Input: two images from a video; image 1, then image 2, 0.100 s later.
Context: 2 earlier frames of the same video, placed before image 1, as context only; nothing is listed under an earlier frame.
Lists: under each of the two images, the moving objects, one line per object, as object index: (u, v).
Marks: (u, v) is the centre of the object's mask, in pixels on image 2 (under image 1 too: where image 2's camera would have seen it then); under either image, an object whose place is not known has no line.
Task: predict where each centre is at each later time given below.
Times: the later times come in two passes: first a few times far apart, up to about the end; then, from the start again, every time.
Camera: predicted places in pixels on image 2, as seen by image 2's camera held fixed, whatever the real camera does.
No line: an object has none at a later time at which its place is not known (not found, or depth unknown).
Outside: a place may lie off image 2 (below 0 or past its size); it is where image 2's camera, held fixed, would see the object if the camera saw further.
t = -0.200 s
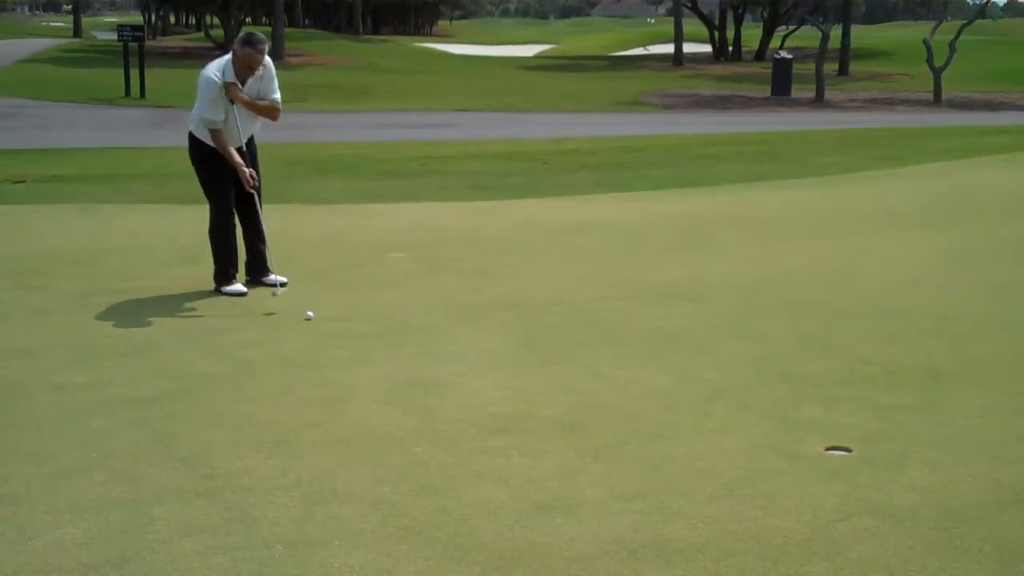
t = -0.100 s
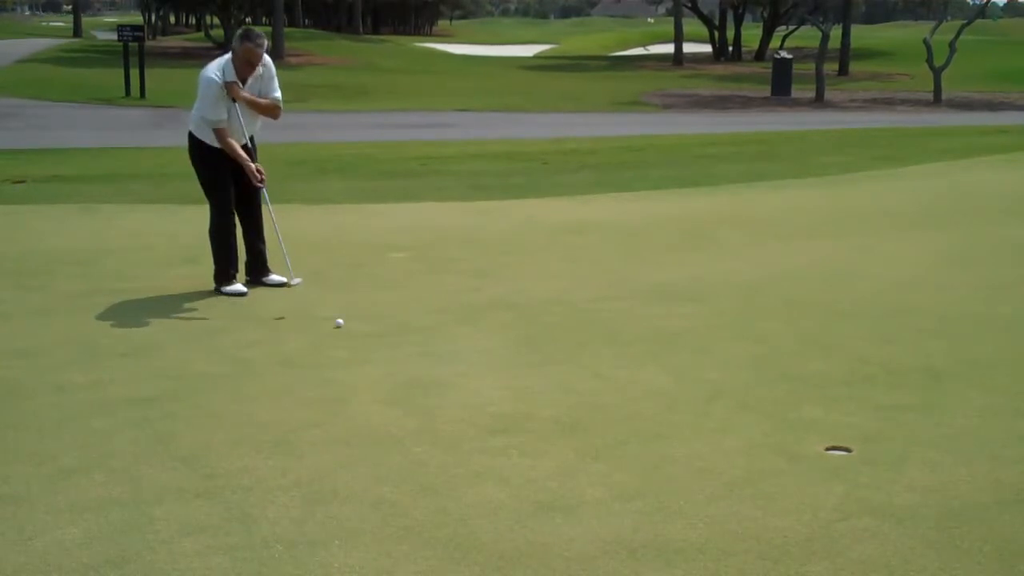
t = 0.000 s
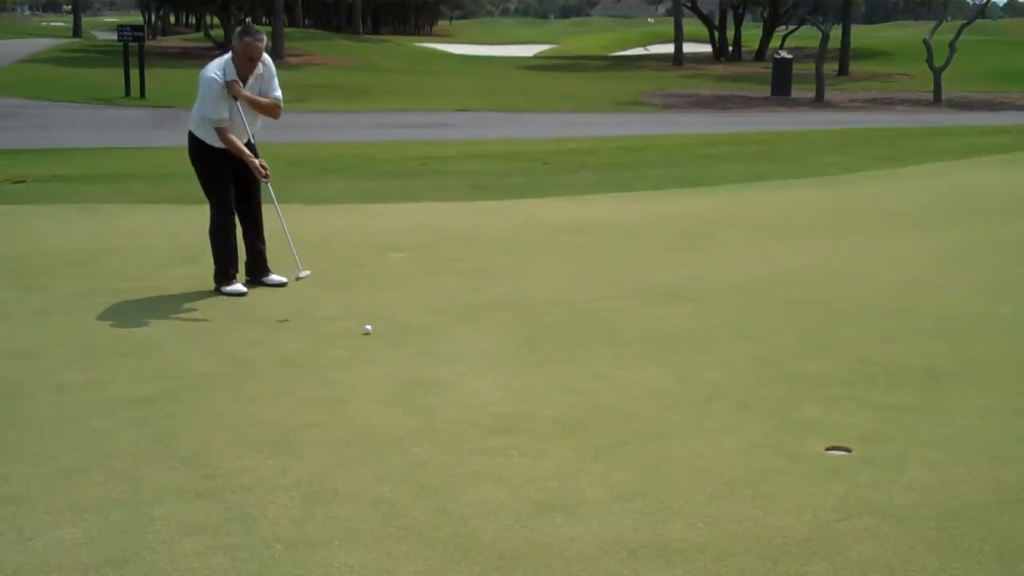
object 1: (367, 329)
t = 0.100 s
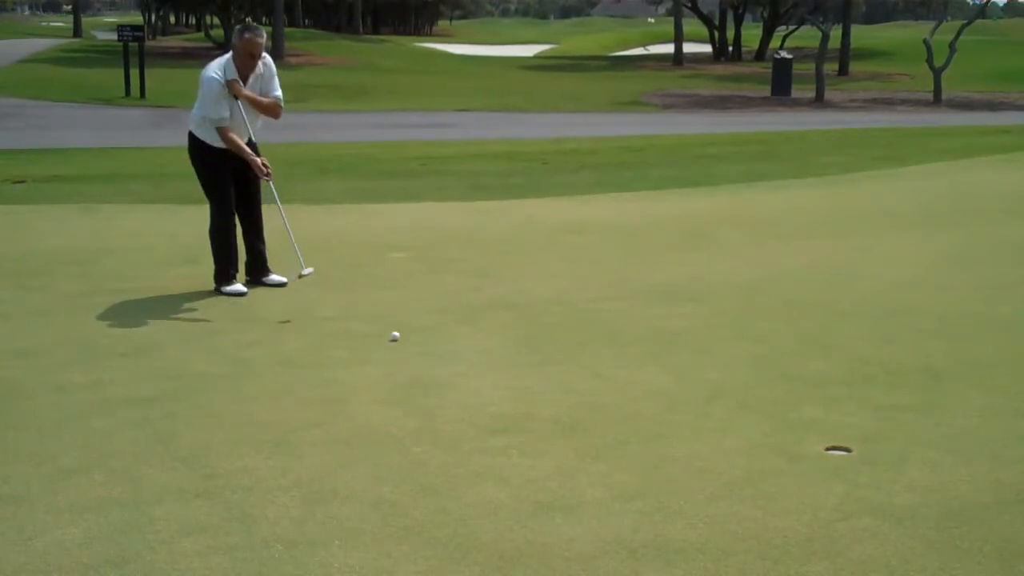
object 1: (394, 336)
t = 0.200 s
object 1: (423, 343)
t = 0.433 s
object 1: (490, 358)
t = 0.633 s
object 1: (549, 372)
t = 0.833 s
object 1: (606, 385)
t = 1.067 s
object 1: (674, 402)
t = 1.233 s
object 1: (722, 414)
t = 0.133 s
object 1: (404, 338)
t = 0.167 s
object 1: (414, 340)
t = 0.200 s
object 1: (423, 343)
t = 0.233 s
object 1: (432, 345)
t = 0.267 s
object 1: (442, 347)
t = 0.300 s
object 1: (452, 349)
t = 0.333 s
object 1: (461, 351)
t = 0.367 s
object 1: (470, 354)
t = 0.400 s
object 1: (480, 356)
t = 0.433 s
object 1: (490, 358)
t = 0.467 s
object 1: (500, 361)
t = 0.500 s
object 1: (509, 363)
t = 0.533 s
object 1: (519, 365)
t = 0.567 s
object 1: (529, 367)
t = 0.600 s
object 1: (539, 369)
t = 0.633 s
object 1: (549, 372)
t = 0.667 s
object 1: (558, 374)
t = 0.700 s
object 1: (568, 376)
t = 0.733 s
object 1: (578, 378)
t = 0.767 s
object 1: (587, 380)
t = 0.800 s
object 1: (597, 383)
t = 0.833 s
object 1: (606, 385)
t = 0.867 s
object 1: (616, 388)
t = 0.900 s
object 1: (626, 390)
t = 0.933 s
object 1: (635, 393)
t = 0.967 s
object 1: (646, 396)
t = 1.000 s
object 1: (656, 398)
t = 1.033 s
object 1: (665, 400)
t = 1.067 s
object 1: (674, 402)
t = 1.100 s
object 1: (685, 405)
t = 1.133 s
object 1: (694, 407)
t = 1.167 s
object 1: (704, 410)
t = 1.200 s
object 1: (713, 412)
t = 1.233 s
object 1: (722, 414)
